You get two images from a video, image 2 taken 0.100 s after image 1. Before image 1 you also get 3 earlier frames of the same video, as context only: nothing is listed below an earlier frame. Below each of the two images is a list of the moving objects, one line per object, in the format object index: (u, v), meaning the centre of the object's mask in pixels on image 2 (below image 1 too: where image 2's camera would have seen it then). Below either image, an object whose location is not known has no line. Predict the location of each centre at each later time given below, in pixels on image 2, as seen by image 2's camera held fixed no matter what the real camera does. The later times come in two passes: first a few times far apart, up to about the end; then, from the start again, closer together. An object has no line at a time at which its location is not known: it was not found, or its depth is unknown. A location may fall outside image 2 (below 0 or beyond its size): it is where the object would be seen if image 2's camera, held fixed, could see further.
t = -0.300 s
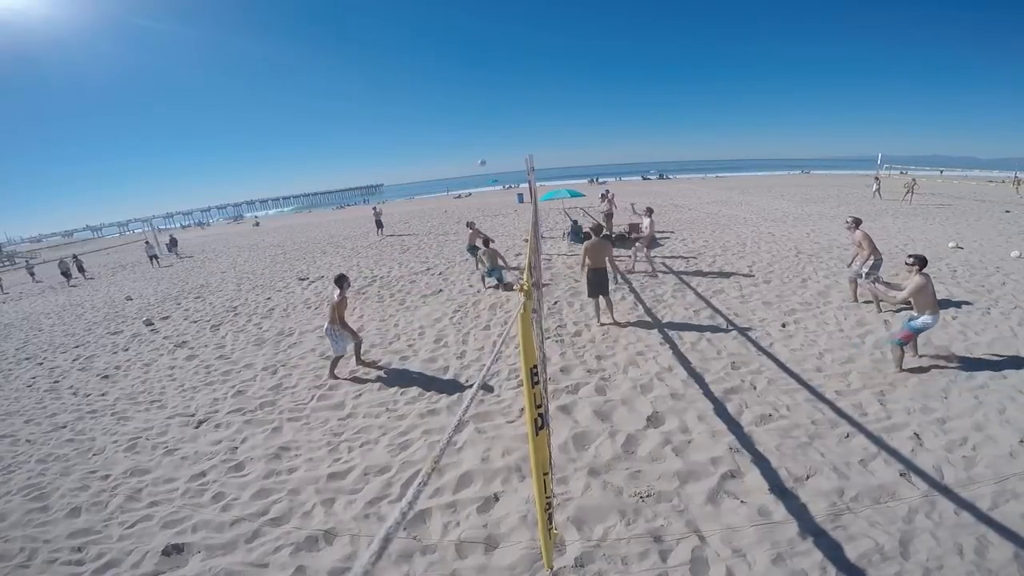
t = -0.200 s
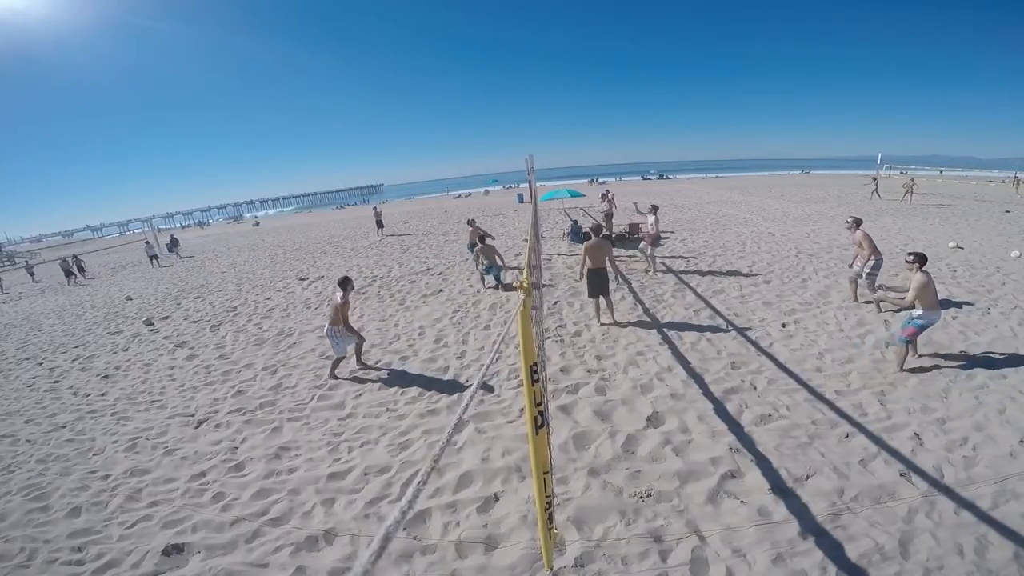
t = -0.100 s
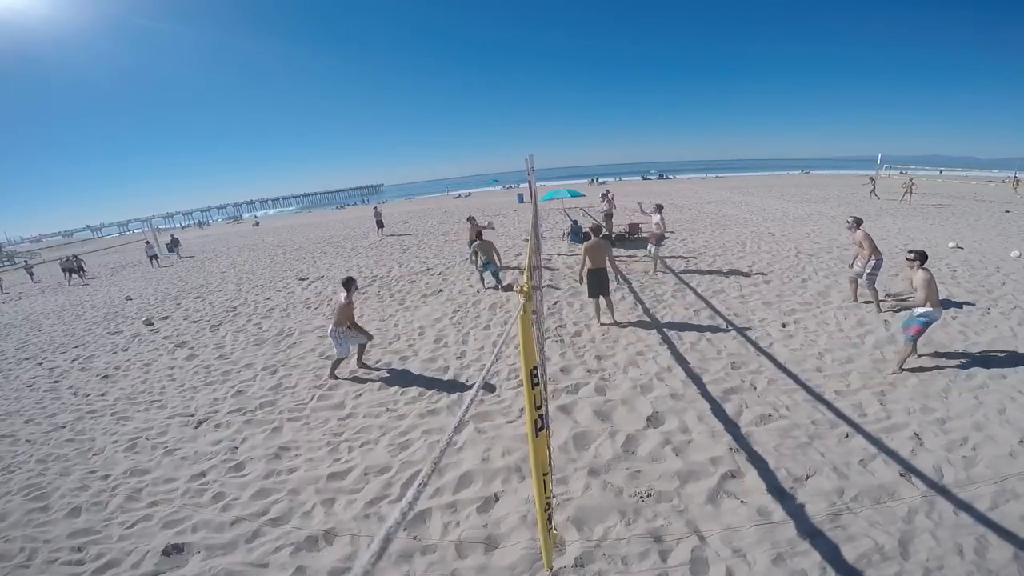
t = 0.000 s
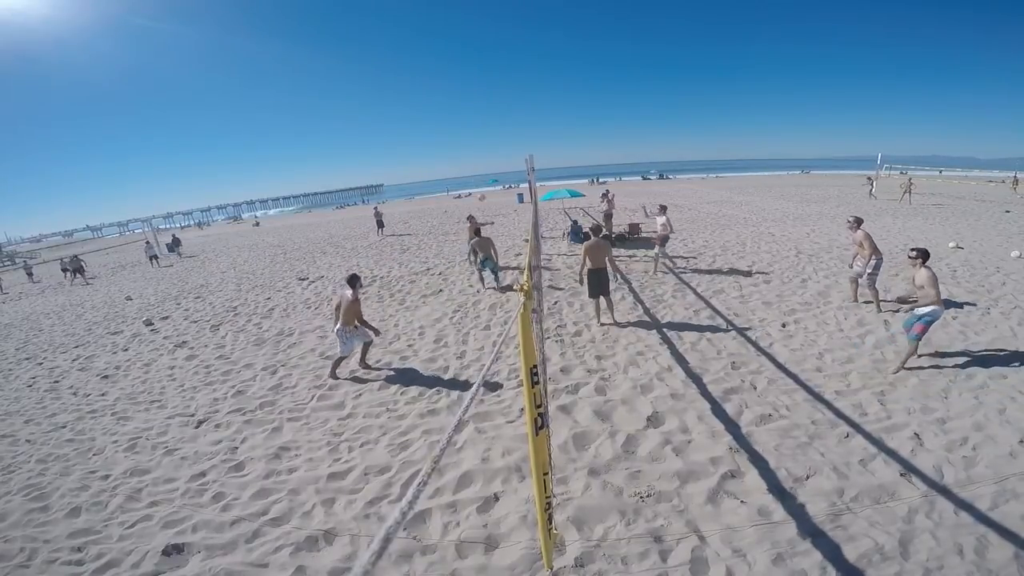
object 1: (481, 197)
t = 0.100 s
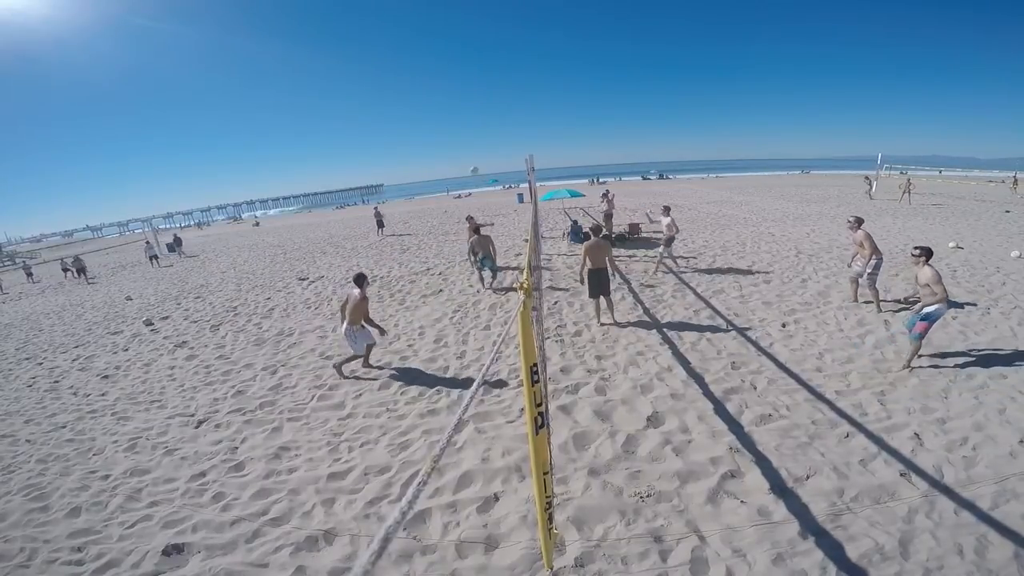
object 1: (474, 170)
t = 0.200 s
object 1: (465, 146)
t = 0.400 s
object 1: (448, 104)
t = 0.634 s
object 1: (429, 73)
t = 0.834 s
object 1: (415, 61)
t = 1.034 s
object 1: (397, 68)
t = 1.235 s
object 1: (379, 97)
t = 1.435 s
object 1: (366, 164)
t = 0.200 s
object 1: (465, 146)
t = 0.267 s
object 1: (459, 130)
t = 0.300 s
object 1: (456, 123)
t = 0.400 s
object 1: (448, 104)
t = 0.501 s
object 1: (440, 89)
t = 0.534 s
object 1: (437, 85)
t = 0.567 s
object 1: (434, 81)
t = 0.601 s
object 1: (431, 77)
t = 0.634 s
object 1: (429, 73)
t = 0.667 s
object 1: (427, 71)
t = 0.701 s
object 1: (426, 68)
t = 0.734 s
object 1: (423, 65)
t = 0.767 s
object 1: (420, 64)
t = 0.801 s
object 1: (418, 62)
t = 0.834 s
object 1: (415, 61)
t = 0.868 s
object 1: (412, 61)
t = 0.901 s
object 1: (409, 61)
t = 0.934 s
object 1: (406, 62)
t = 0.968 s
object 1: (403, 63)
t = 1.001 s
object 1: (400, 65)
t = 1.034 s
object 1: (397, 68)
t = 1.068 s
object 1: (394, 71)
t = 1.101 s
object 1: (391, 75)
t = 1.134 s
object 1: (388, 79)
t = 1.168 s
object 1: (385, 85)
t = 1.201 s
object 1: (382, 91)
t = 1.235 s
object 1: (379, 97)
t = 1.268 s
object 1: (376, 107)
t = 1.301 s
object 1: (374, 115)
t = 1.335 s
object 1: (371, 125)
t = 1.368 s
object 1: (369, 137)
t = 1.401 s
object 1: (367, 150)
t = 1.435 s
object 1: (366, 164)
